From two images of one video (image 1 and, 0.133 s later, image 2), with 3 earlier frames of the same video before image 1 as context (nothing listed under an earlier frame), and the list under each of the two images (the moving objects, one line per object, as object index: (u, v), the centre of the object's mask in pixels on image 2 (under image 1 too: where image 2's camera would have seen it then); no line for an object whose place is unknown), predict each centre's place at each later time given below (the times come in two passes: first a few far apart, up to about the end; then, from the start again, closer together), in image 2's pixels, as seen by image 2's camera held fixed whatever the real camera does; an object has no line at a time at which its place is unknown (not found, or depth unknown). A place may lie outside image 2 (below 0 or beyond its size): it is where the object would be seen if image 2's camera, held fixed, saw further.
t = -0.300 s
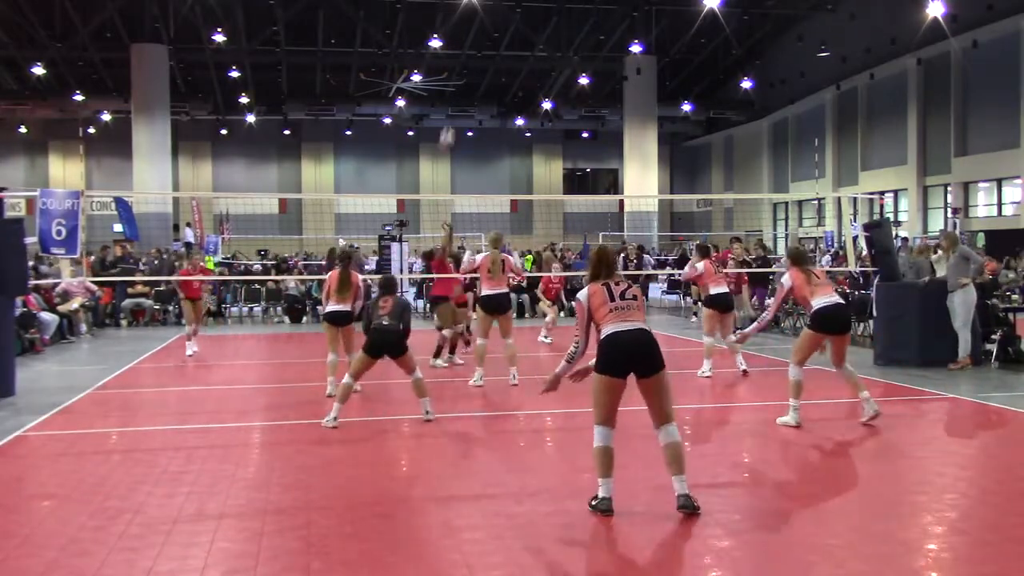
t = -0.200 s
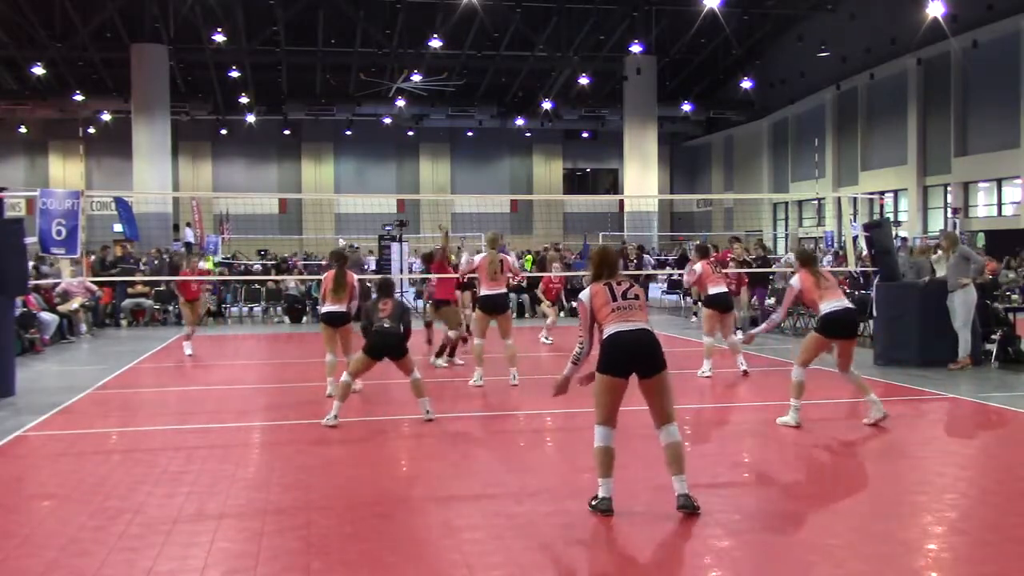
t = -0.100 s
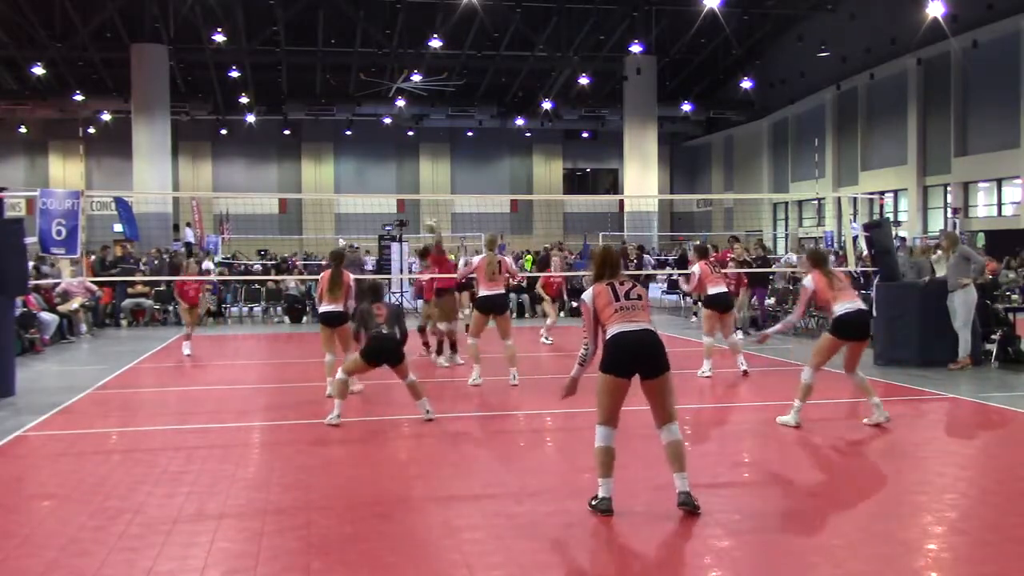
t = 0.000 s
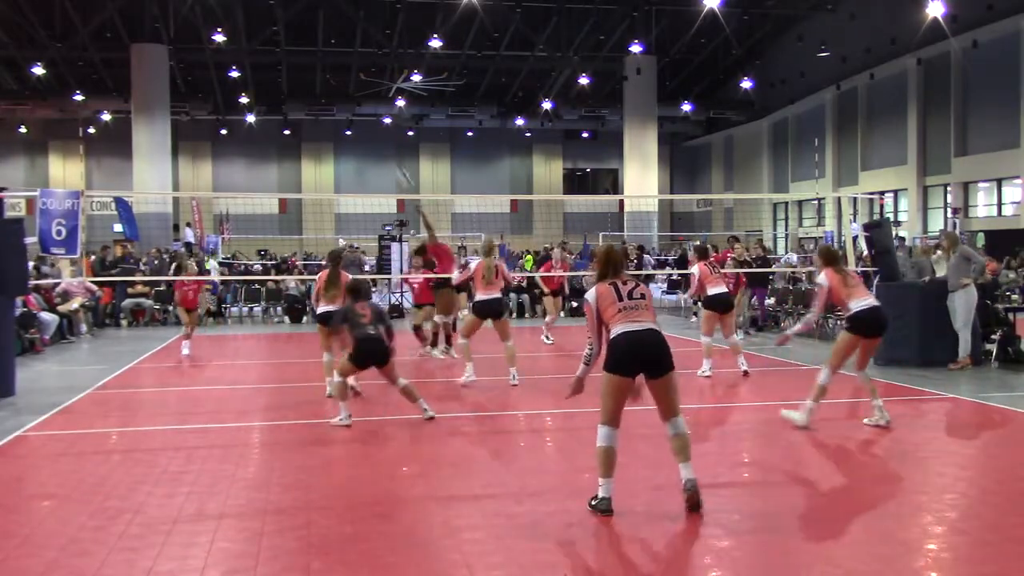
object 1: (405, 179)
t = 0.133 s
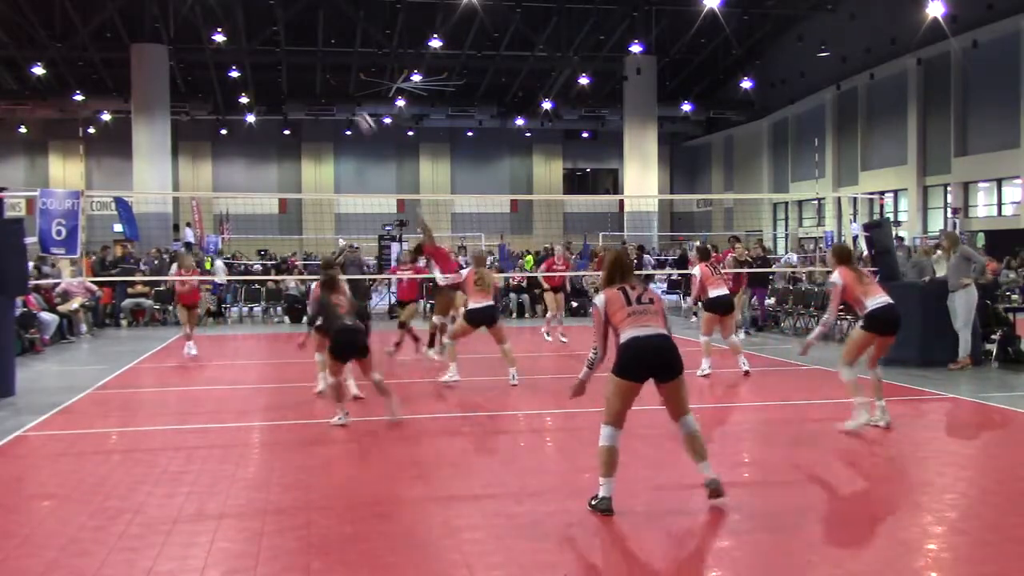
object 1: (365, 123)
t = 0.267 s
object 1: (327, 79)
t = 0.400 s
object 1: (290, 47)
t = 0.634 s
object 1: (225, 24)
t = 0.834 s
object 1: (170, 38)
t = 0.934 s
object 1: (143, 55)
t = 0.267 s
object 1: (327, 79)
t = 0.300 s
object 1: (318, 70)
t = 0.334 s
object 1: (309, 62)
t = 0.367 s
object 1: (299, 54)
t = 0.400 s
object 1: (290, 47)
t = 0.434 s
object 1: (280, 42)
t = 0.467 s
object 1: (271, 37)
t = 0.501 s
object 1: (262, 33)
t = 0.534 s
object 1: (252, 29)
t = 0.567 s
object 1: (243, 27)
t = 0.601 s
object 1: (235, 25)
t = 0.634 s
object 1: (225, 24)
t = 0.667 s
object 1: (216, 25)
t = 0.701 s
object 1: (206, 26)
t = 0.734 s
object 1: (198, 28)
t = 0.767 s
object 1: (188, 30)
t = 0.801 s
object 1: (179, 33)
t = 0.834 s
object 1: (170, 38)
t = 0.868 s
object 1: (162, 42)
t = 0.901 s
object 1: (153, 48)
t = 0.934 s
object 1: (143, 55)
